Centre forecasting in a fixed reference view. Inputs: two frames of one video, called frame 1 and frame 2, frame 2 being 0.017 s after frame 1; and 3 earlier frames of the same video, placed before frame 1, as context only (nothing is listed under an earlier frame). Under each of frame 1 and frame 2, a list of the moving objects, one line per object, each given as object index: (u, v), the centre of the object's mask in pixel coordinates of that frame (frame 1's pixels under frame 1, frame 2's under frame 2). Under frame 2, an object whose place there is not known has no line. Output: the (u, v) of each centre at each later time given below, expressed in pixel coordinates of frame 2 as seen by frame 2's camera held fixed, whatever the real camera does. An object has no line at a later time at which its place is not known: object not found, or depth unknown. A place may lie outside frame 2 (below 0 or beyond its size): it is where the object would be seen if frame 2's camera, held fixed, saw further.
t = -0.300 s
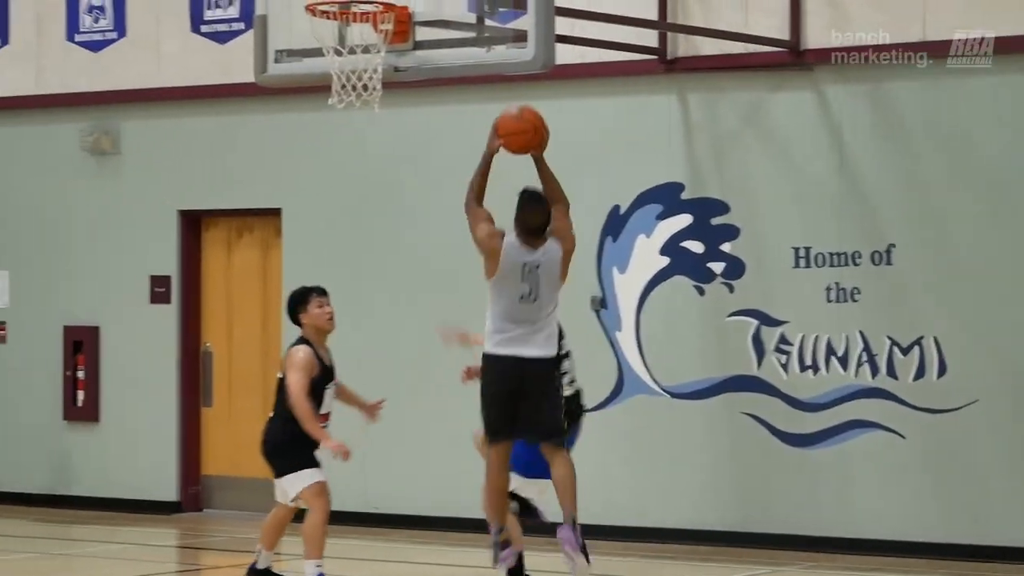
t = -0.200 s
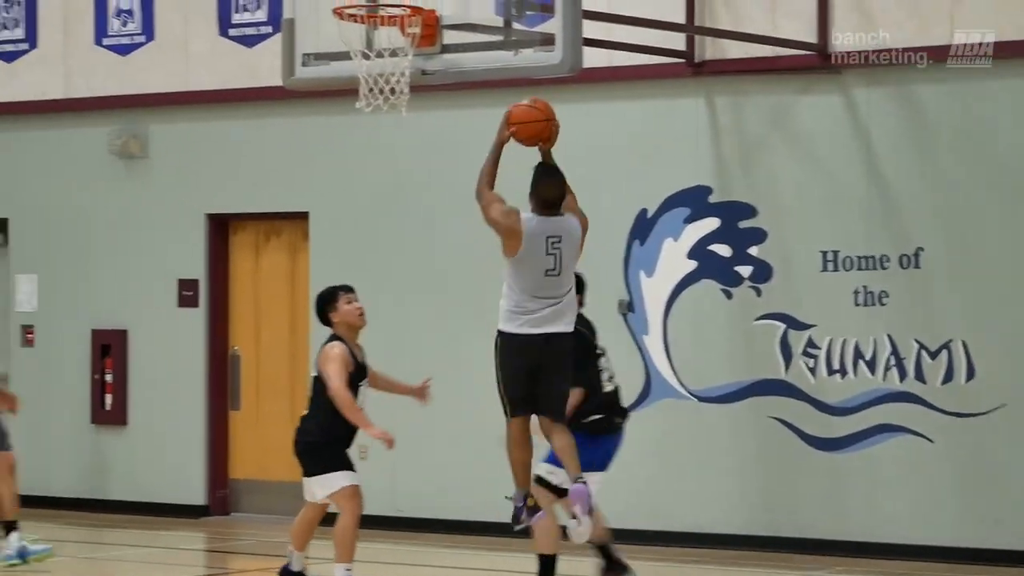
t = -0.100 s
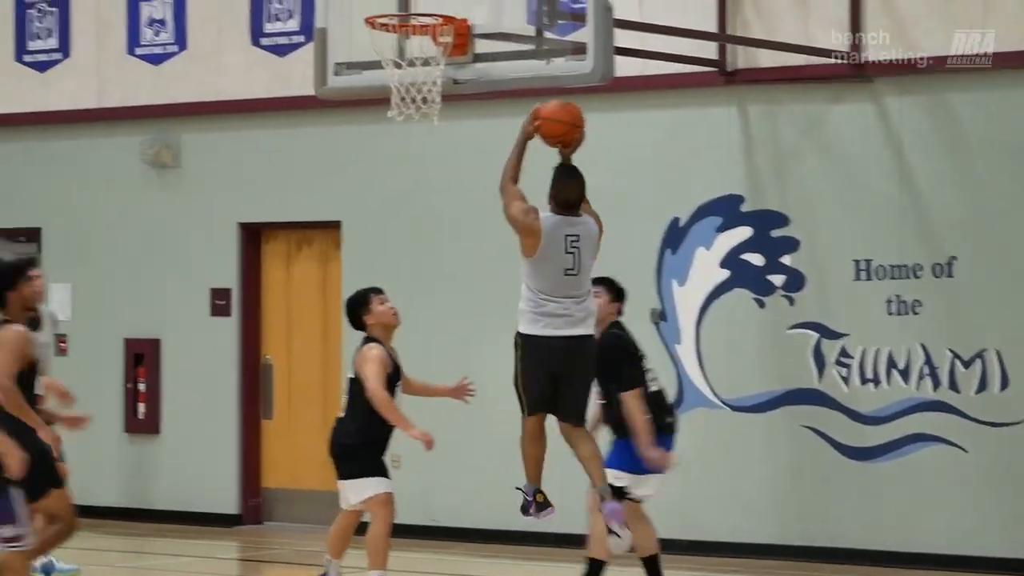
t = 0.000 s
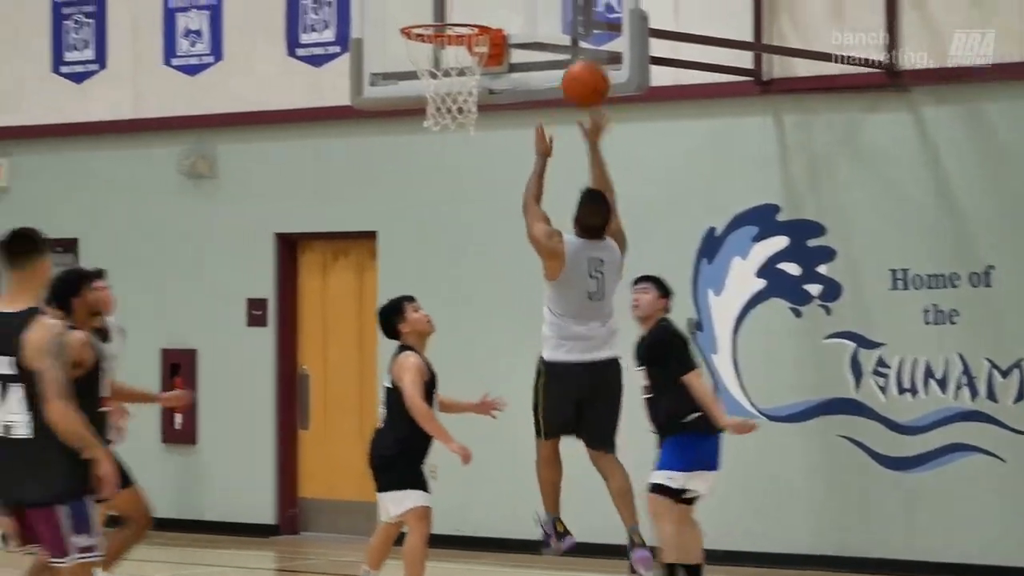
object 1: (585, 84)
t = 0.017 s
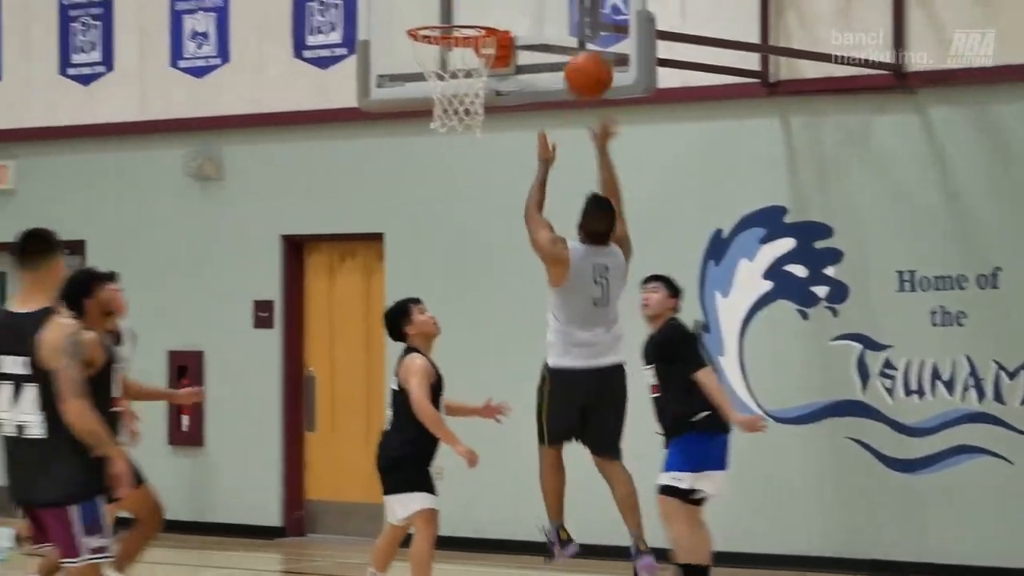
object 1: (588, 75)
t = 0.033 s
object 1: (583, 65)
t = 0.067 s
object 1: (575, 47)
